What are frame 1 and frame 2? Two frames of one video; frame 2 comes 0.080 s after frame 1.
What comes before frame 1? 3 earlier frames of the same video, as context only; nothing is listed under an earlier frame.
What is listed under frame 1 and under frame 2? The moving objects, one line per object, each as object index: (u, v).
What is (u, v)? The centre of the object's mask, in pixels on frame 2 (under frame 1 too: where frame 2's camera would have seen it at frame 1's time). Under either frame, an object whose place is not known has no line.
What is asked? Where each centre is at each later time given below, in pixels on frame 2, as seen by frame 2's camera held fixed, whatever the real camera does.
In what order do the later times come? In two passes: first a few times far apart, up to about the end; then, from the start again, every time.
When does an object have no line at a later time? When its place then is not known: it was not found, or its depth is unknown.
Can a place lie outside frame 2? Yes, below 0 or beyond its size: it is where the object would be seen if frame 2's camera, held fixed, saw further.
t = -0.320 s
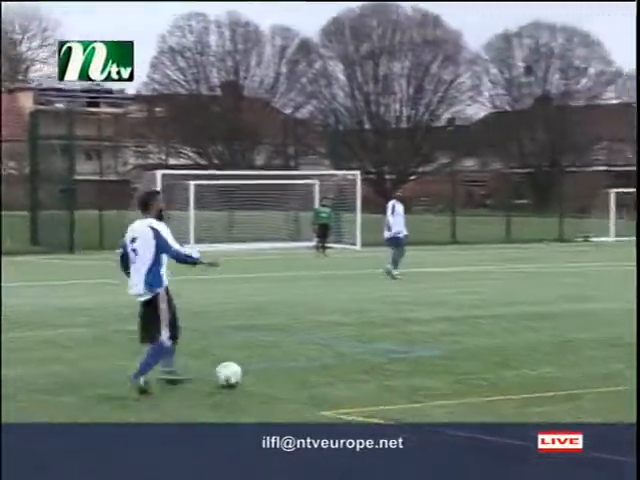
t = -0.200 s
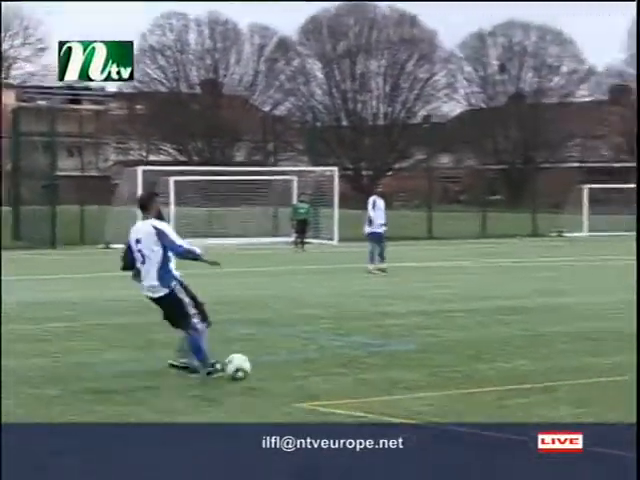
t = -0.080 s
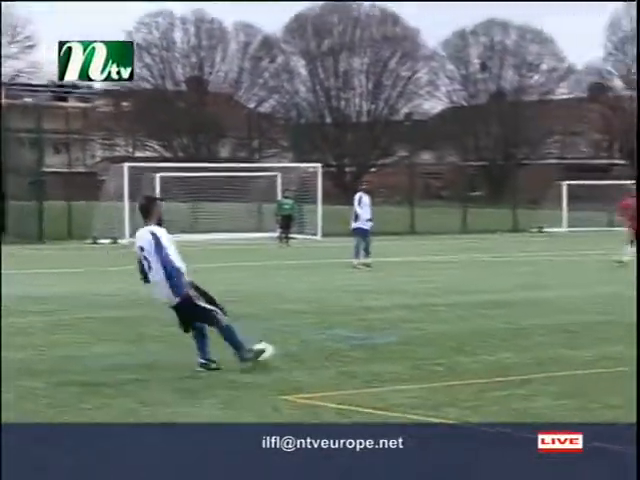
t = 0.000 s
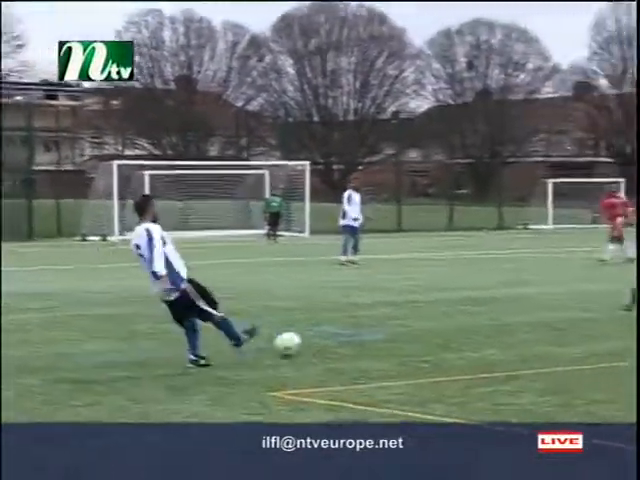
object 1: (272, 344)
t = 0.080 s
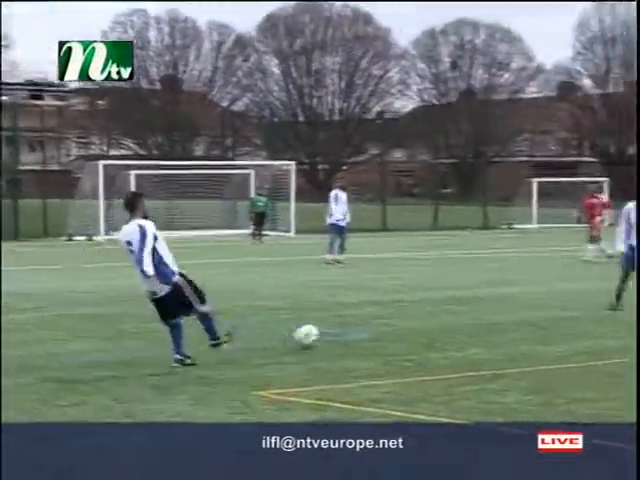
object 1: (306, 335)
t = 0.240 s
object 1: (359, 328)
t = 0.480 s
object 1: (417, 320)
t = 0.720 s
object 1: (463, 312)
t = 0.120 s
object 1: (321, 333)
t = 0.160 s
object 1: (335, 332)
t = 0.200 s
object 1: (348, 332)
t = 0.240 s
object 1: (359, 328)
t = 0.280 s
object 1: (372, 325)
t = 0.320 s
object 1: (383, 324)
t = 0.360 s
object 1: (393, 325)
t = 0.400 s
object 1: (403, 321)
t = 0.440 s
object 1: (410, 319)
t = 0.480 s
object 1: (417, 320)
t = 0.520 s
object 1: (426, 319)
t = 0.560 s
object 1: (433, 318)
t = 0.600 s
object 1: (440, 317)
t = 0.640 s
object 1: (447, 315)
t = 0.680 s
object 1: (456, 313)
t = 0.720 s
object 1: (463, 312)
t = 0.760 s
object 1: (470, 312)
